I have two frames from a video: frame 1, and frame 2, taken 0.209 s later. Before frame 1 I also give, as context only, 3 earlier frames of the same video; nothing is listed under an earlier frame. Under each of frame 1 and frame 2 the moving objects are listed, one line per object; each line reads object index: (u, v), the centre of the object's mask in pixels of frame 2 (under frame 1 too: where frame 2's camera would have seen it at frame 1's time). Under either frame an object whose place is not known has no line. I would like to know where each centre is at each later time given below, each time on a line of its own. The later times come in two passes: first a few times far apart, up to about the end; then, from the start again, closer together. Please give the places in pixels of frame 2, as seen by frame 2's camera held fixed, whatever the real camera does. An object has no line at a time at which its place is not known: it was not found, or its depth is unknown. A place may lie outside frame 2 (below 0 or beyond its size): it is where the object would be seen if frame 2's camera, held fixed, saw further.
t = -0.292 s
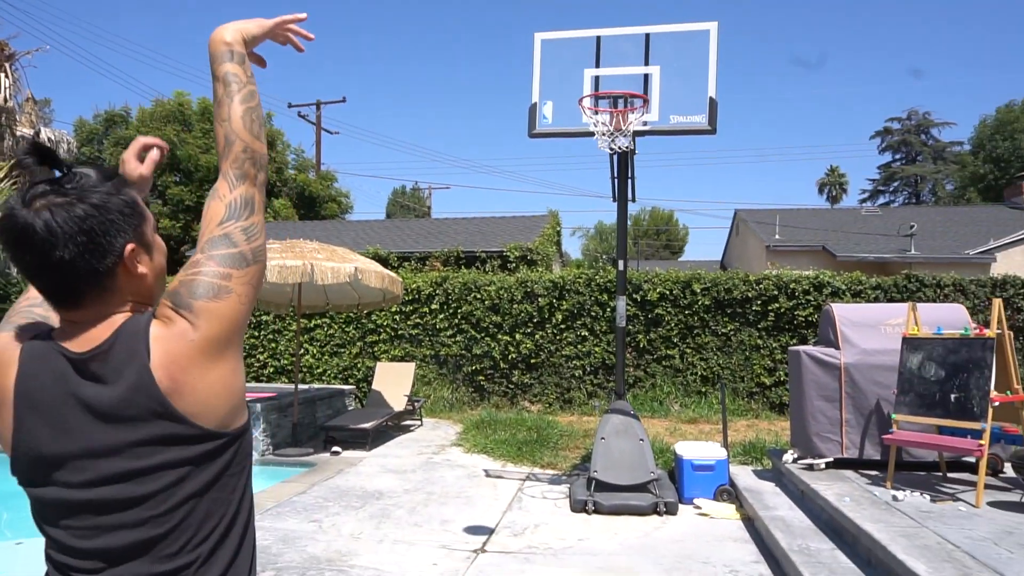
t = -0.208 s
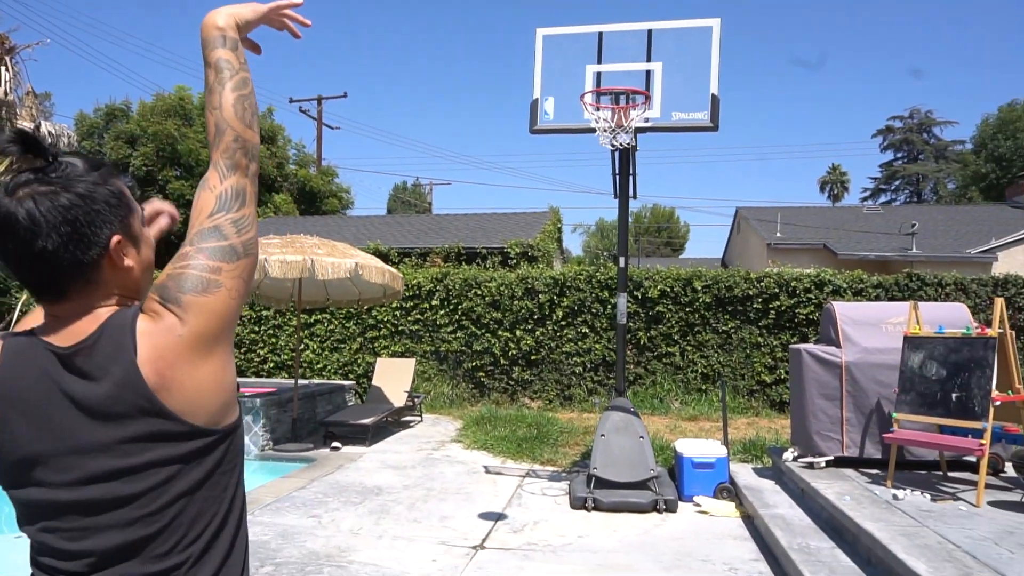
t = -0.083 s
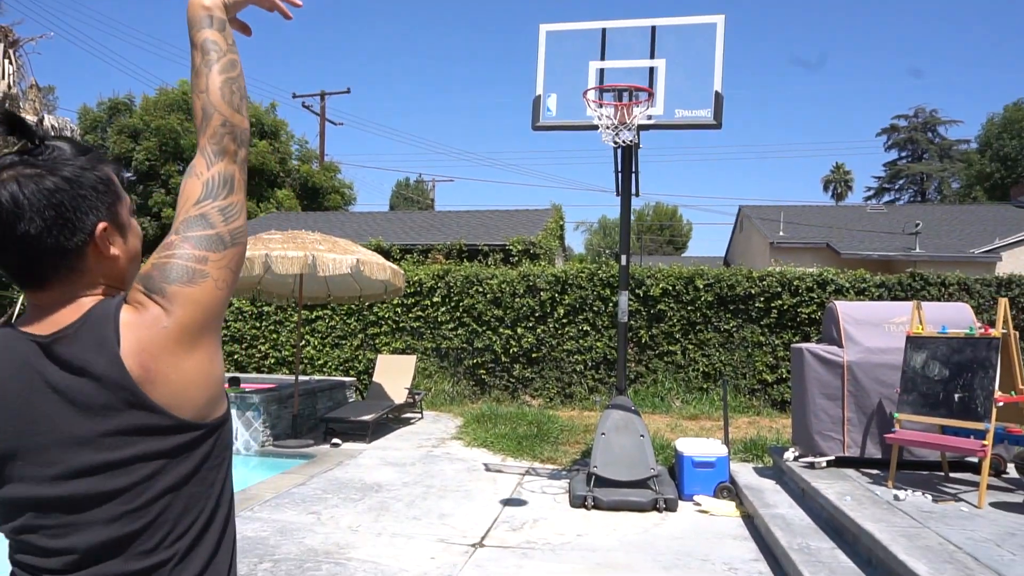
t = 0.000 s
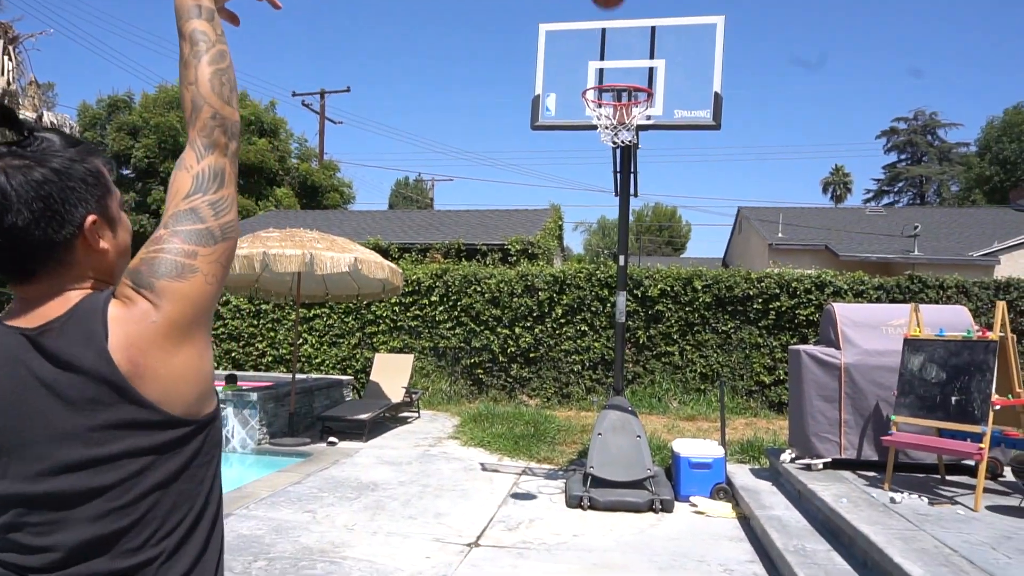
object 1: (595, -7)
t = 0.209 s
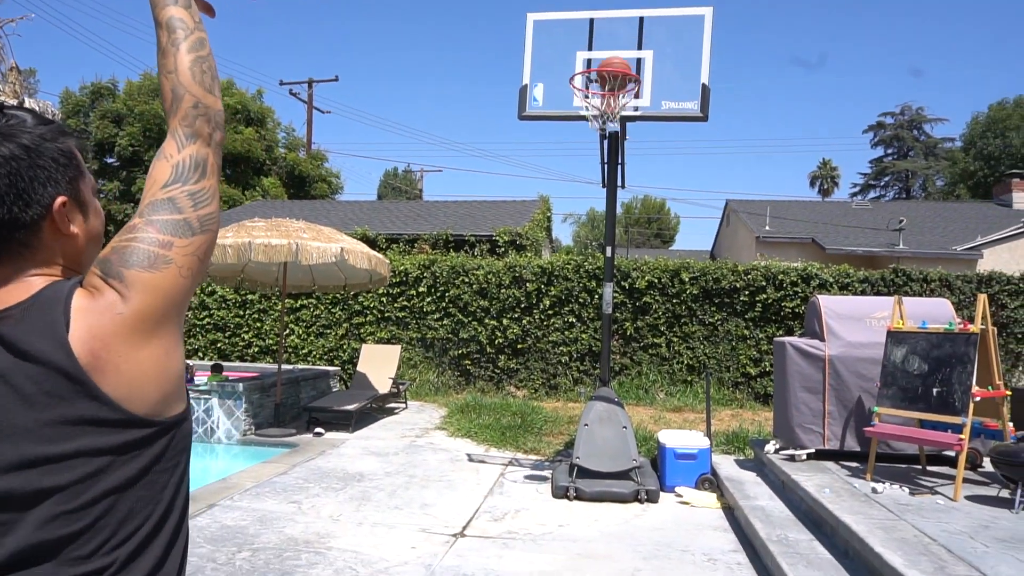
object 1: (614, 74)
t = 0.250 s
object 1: (618, 81)
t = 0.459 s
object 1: (587, 124)
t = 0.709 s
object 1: (590, 163)
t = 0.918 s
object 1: (593, 268)
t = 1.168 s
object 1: (595, 495)
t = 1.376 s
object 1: (614, 396)
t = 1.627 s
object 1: (637, 284)
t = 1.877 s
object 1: (657, 267)
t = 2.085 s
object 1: (671, 329)
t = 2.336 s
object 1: (684, 499)
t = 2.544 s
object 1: (697, 437)
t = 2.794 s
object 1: (708, 362)
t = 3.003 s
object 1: (715, 374)
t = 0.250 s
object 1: (618, 81)
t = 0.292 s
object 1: (620, 88)
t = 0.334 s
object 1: (609, 98)
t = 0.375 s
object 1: (602, 105)
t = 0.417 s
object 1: (593, 115)
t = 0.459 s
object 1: (587, 124)
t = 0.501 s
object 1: (586, 125)
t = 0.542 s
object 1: (587, 130)
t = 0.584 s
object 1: (588, 133)
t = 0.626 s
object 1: (589, 141)
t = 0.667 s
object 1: (590, 150)
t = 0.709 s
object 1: (590, 163)
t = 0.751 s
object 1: (591, 178)
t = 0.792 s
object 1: (592, 196)
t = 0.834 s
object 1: (592, 217)
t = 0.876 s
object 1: (592, 240)
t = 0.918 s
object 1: (593, 268)
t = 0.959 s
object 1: (593, 298)
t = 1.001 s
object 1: (594, 331)
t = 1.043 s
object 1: (594, 367)
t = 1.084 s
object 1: (594, 406)
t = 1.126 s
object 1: (595, 449)
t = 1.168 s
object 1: (595, 495)
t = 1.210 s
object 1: (596, 527)
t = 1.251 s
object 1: (602, 489)
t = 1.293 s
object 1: (605, 457)
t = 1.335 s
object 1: (610, 424)
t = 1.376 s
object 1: (614, 396)
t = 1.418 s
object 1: (618, 371)
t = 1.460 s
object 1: (622, 349)
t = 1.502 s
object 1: (626, 329)
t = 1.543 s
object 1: (630, 311)
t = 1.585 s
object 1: (633, 296)
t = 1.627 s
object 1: (637, 284)
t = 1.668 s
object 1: (640, 275)
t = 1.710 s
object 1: (644, 268)
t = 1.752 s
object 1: (647, 263)
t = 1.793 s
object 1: (650, 262)
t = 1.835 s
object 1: (654, 263)
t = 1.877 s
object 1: (657, 267)
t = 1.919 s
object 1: (659, 274)
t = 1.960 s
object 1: (662, 284)
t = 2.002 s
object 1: (665, 296)
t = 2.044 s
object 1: (668, 311)
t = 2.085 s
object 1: (671, 329)
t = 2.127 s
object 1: (674, 350)
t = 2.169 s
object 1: (676, 374)
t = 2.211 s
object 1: (679, 400)
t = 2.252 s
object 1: (681, 429)
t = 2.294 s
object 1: (684, 463)
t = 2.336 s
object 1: (684, 499)
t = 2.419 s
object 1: (688, 513)
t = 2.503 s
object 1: (695, 460)
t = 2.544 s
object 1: (697, 437)
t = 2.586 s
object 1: (699, 417)
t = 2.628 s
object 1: (701, 401)
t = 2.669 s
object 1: (703, 387)
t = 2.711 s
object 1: (705, 376)
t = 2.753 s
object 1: (707, 367)
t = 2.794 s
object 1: (708, 362)
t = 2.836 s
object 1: (710, 359)
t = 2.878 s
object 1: (711, 359)
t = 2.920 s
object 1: (712, 361)
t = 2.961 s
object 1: (714, 366)
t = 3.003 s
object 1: (715, 374)
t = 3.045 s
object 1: (717, 385)
